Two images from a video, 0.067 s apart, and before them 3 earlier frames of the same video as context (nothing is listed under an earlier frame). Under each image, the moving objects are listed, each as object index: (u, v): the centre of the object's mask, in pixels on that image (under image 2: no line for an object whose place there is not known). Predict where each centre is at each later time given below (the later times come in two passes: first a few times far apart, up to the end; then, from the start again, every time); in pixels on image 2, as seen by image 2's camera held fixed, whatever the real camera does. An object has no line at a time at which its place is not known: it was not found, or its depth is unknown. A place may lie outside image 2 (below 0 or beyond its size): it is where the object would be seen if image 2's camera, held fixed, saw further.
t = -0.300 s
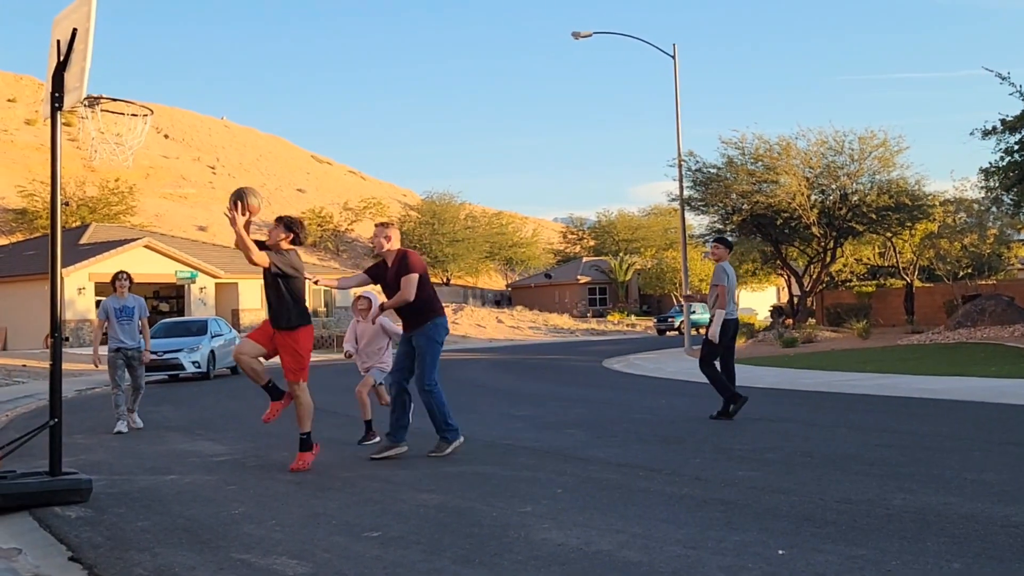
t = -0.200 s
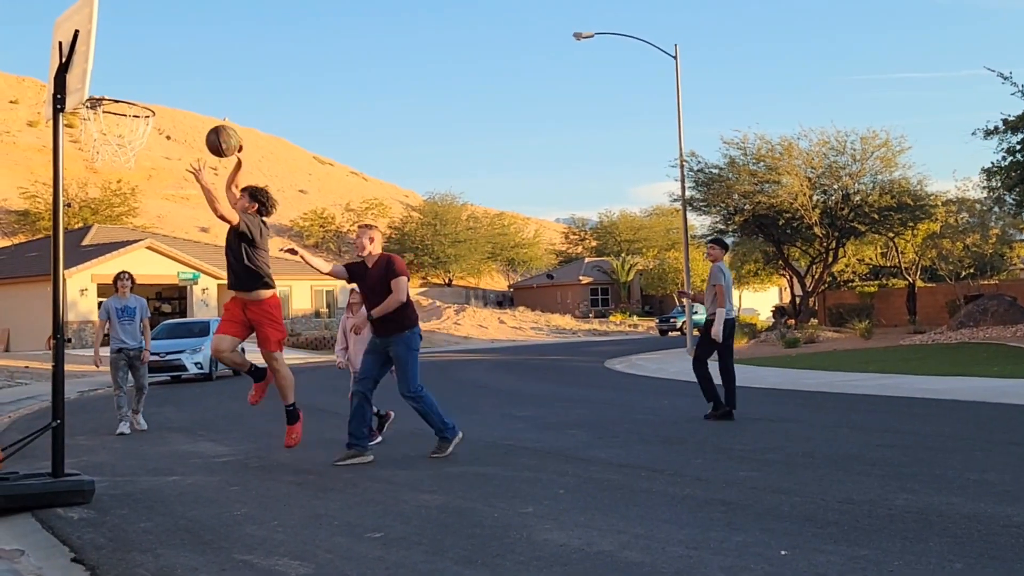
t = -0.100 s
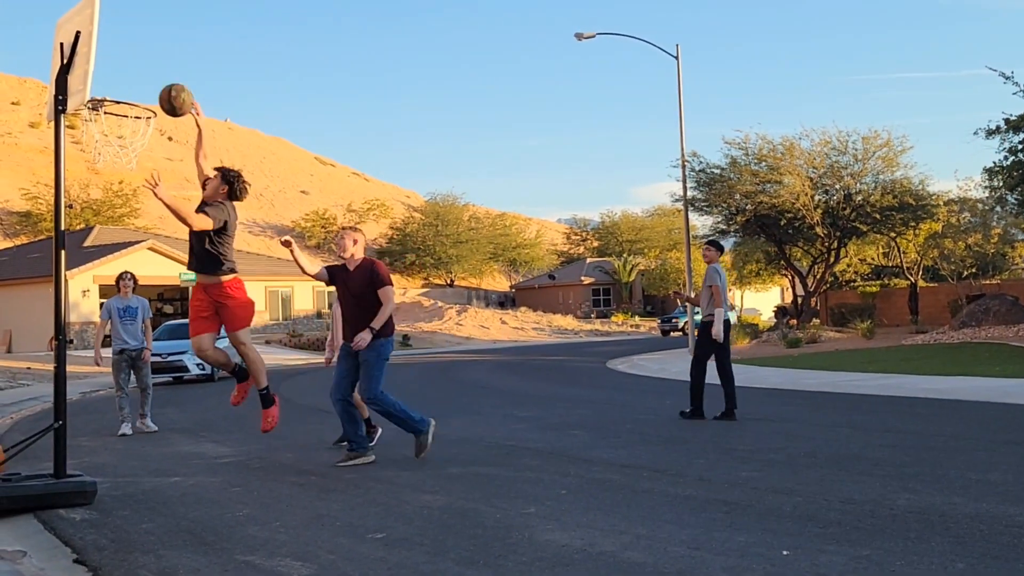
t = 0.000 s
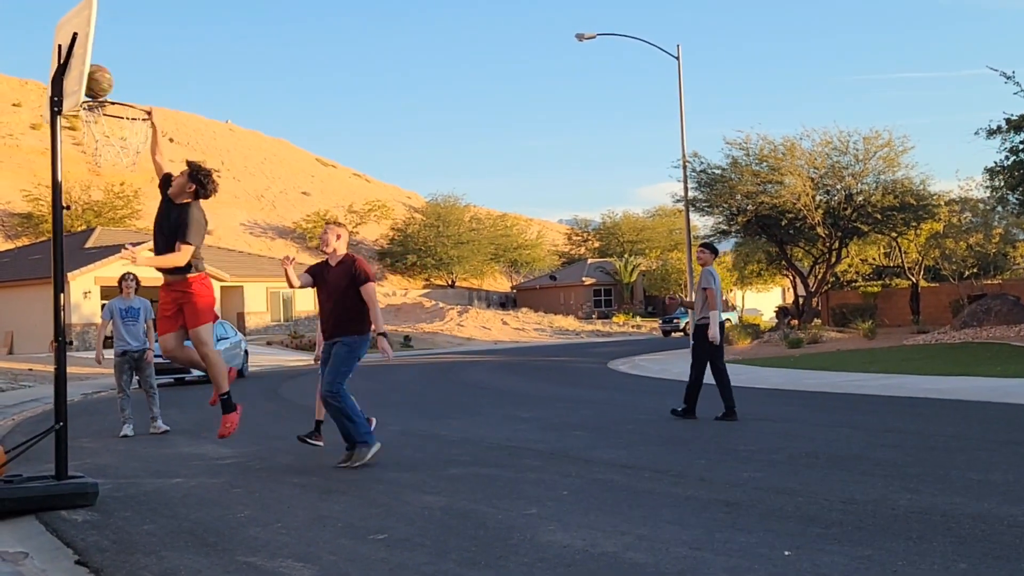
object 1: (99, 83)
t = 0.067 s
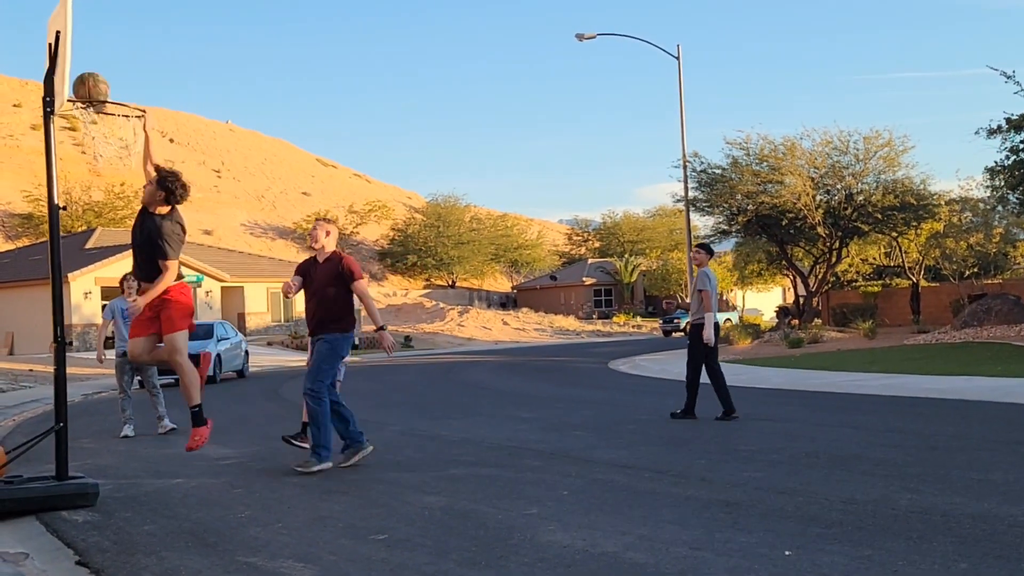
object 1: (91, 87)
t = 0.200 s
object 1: (127, 81)
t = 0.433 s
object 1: (190, 109)
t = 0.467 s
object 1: (199, 119)
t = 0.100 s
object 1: (100, 92)
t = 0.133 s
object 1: (109, 85)
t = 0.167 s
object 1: (118, 83)
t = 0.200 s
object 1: (127, 81)
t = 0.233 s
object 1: (136, 81)
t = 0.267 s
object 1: (145, 82)
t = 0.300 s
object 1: (154, 84)
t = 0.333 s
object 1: (162, 88)
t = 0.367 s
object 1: (171, 93)
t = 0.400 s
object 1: (180, 100)
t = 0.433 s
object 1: (190, 109)
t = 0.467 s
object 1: (199, 119)
